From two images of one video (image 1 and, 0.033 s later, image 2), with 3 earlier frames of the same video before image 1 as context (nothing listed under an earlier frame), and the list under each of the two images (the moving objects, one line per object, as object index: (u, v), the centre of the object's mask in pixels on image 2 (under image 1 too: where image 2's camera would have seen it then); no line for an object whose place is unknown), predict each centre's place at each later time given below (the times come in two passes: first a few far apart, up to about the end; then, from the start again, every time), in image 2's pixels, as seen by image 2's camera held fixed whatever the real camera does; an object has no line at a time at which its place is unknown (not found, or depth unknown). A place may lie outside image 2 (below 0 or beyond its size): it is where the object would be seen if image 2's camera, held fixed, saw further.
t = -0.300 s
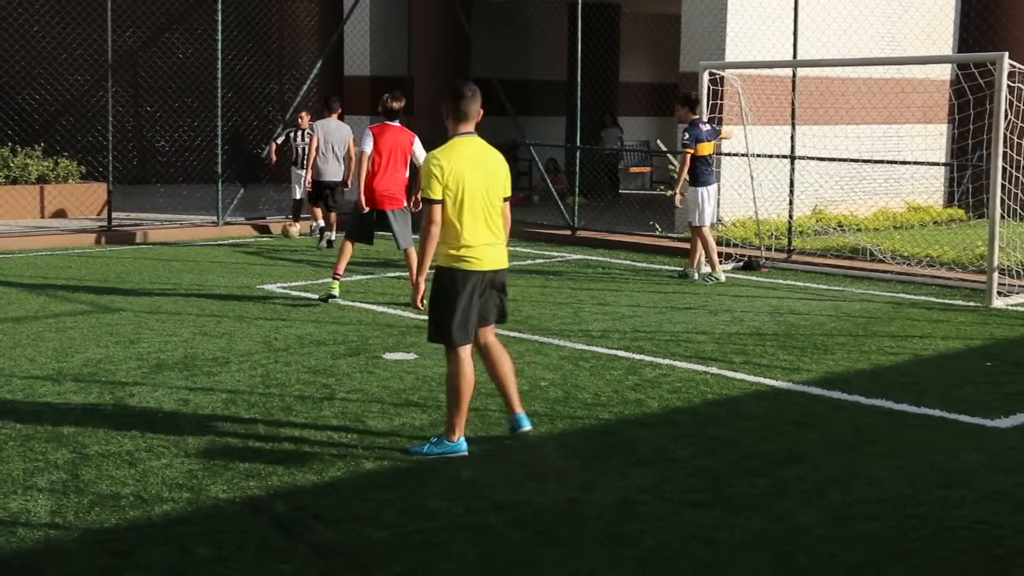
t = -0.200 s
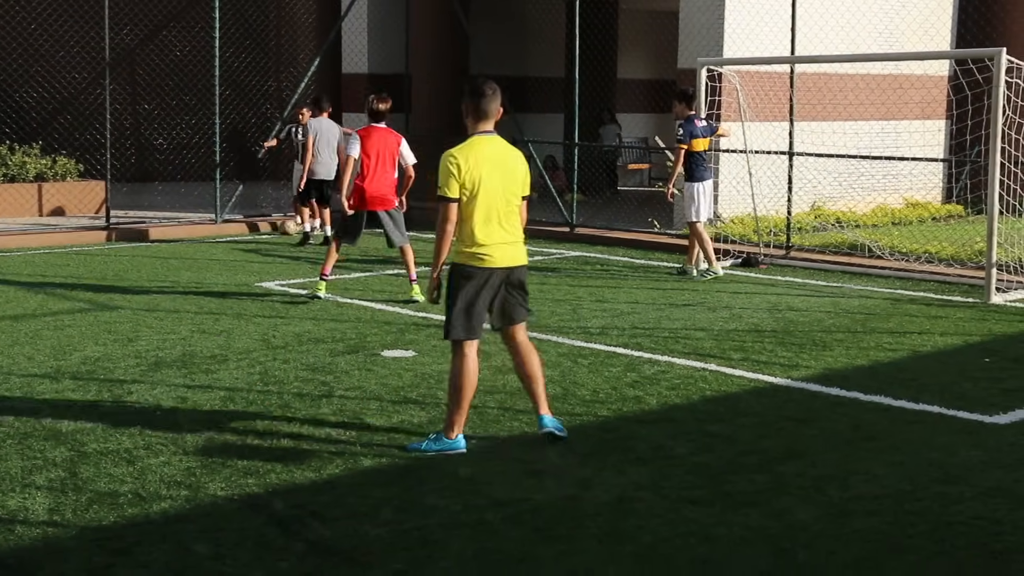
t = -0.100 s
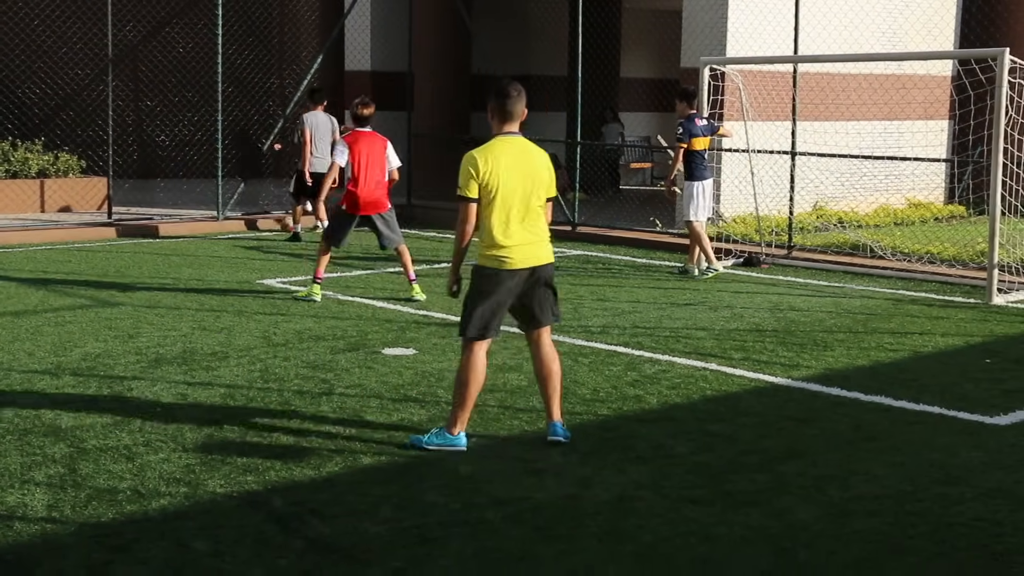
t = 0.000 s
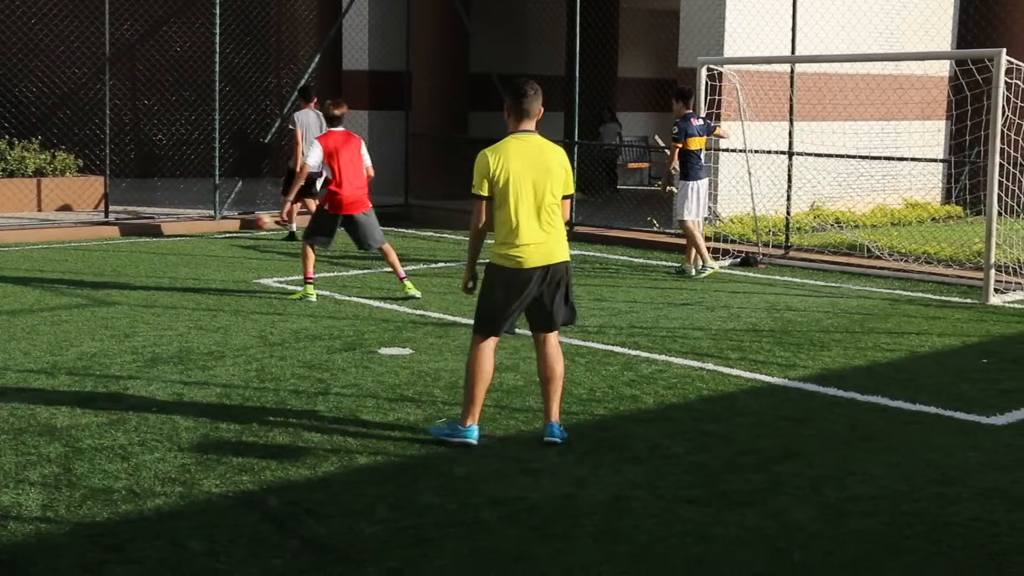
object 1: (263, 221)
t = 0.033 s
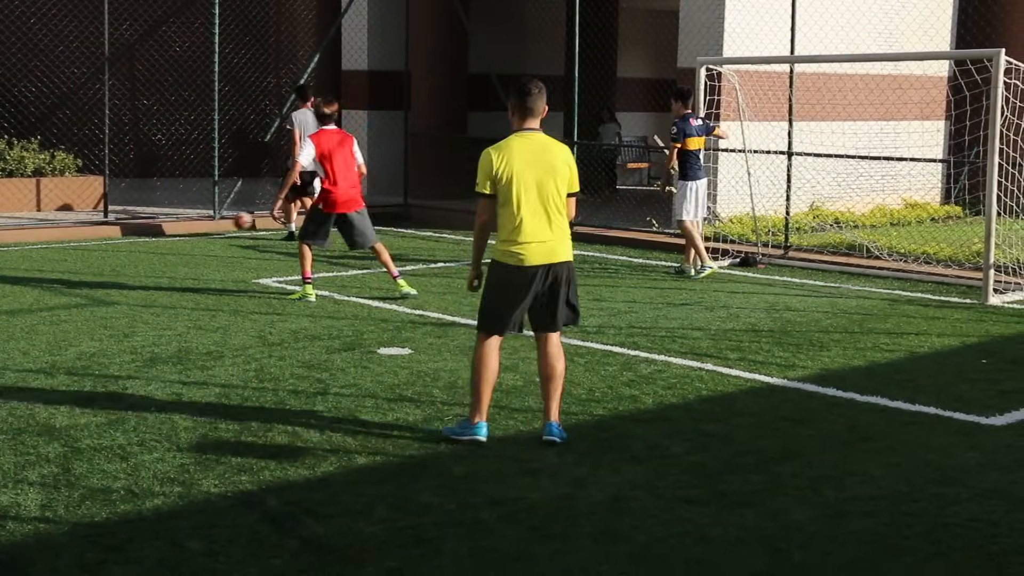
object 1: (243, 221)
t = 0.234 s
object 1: (113, 233)
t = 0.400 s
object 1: (4, 244)
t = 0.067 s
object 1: (221, 221)
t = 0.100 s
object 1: (202, 221)
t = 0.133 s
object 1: (180, 222)
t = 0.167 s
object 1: (160, 226)
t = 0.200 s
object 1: (136, 228)
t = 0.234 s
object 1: (113, 233)
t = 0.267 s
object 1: (89, 240)
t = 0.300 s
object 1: (65, 245)
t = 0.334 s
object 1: (45, 244)
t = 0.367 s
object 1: (24, 244)
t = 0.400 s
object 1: (4, 244)
